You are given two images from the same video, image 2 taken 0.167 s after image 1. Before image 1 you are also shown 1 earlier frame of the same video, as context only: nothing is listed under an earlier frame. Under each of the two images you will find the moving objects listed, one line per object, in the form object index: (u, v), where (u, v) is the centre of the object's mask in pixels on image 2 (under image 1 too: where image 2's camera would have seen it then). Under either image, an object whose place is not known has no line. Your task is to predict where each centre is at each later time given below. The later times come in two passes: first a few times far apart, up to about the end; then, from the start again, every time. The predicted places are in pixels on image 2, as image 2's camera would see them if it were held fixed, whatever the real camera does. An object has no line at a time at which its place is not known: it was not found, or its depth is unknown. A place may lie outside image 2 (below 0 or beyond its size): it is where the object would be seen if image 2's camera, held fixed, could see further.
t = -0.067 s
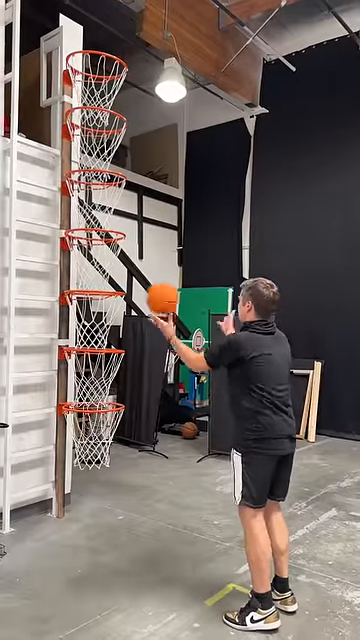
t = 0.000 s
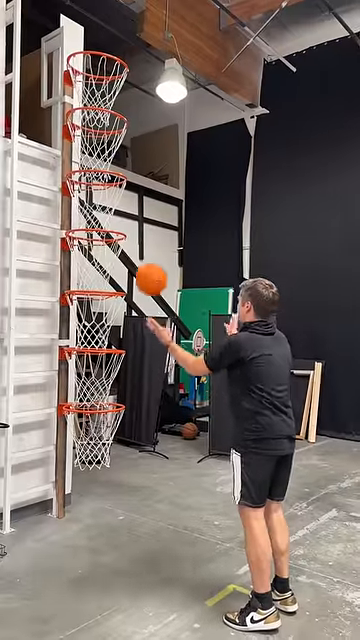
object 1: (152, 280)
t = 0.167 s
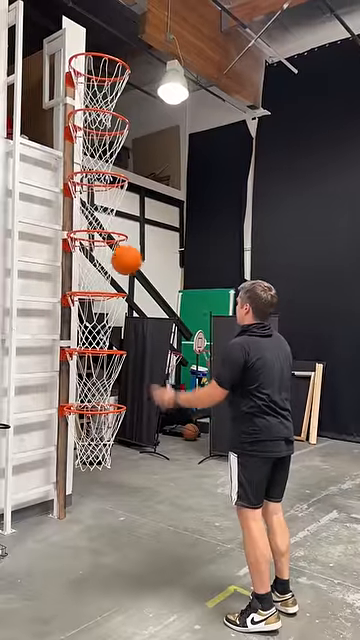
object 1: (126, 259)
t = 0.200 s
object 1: (121, 260)
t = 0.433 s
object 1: (90, 299)
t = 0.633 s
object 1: (89, 320)
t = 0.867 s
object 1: (107, 306)
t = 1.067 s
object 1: (101, 346)
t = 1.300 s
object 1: (84, 419)
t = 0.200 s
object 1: (121, 260)
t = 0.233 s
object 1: (117, 261)
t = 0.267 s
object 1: (112, 265)
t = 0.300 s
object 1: (107, 269)
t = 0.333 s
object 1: (102, 274)
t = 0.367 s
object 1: (98, 280)
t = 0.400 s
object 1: (93, 288)
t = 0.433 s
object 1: (90, 299)
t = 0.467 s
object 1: (86, 309)
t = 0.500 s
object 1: (83, 319)
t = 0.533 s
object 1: (82, 330)
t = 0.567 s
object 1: (83, 333)
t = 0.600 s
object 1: (85, 327)
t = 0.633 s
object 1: (89, 320)
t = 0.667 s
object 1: (91, 314)
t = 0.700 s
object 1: (94, 309)
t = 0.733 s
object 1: (98, 306)
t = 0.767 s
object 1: (100, 305)
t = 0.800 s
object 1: (104, 305)
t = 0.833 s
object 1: (106, 305)
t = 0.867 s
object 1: (107, 306)
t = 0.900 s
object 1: (106, 309)
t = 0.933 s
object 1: (105, 314)
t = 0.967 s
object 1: (104, 320)
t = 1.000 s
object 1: (102, 328)
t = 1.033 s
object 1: (101, 336)
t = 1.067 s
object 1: (101, 346)
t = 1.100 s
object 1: (99, 353)
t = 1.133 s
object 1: (96, 364)
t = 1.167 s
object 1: (93, 370)
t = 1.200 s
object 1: (91, 380)
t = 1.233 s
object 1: (89, 392)
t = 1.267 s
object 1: (87, 405)
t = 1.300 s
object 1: (84, 419)
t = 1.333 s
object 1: (82, 433)
